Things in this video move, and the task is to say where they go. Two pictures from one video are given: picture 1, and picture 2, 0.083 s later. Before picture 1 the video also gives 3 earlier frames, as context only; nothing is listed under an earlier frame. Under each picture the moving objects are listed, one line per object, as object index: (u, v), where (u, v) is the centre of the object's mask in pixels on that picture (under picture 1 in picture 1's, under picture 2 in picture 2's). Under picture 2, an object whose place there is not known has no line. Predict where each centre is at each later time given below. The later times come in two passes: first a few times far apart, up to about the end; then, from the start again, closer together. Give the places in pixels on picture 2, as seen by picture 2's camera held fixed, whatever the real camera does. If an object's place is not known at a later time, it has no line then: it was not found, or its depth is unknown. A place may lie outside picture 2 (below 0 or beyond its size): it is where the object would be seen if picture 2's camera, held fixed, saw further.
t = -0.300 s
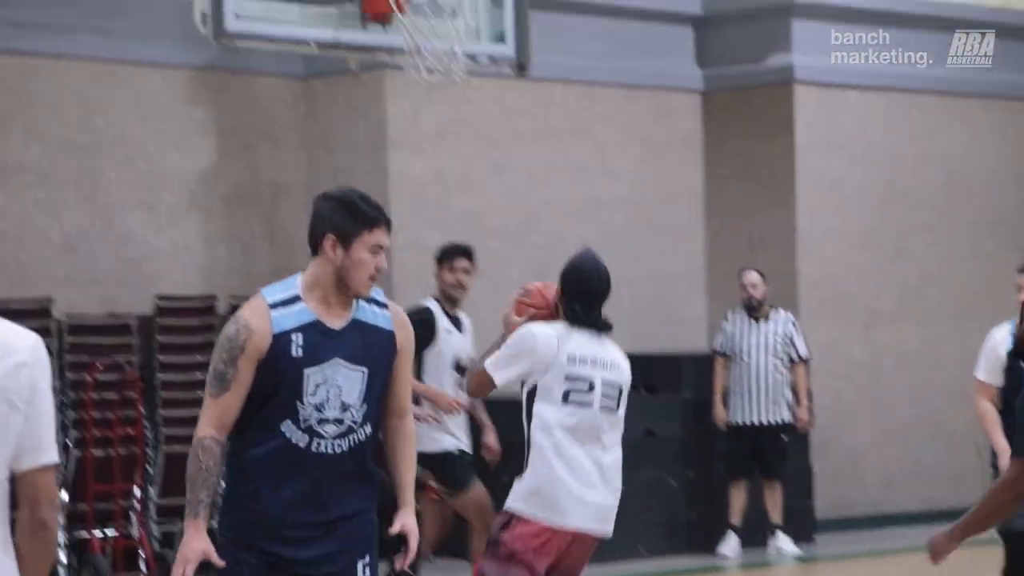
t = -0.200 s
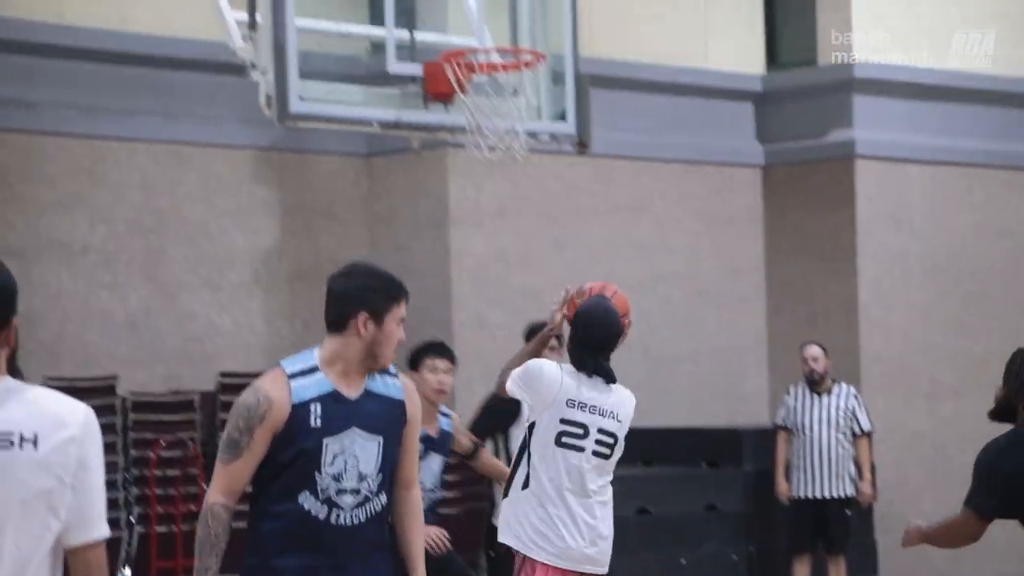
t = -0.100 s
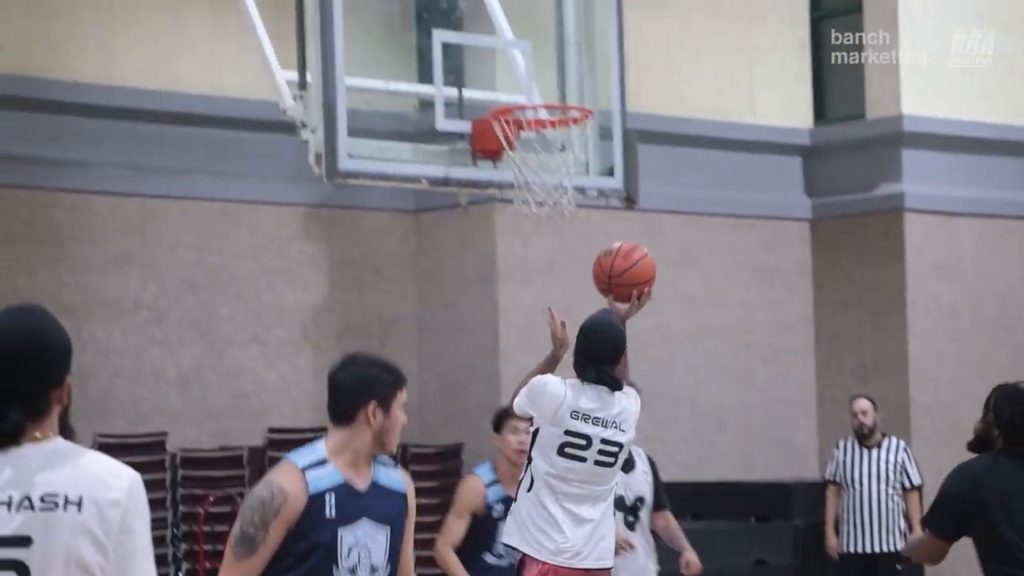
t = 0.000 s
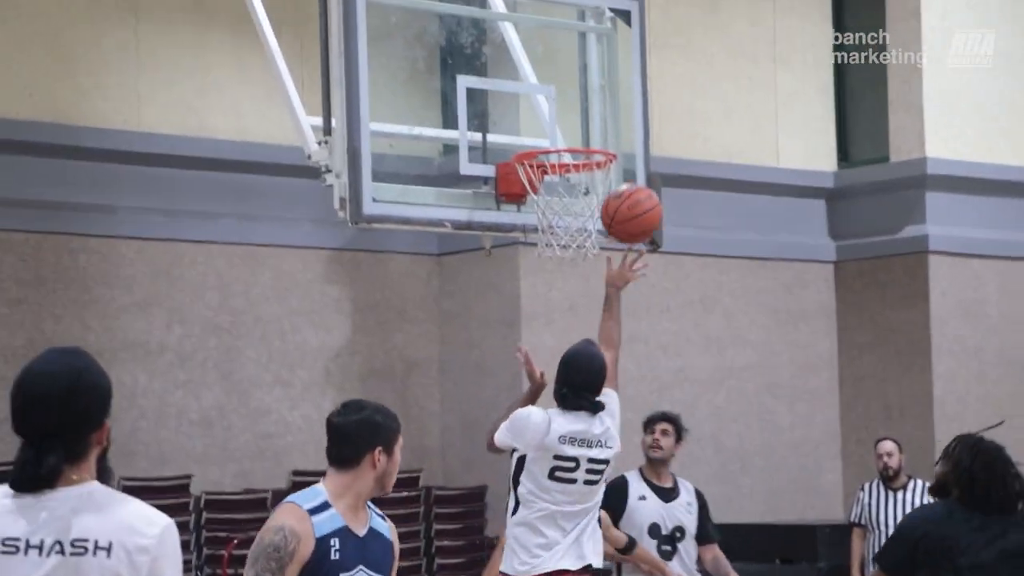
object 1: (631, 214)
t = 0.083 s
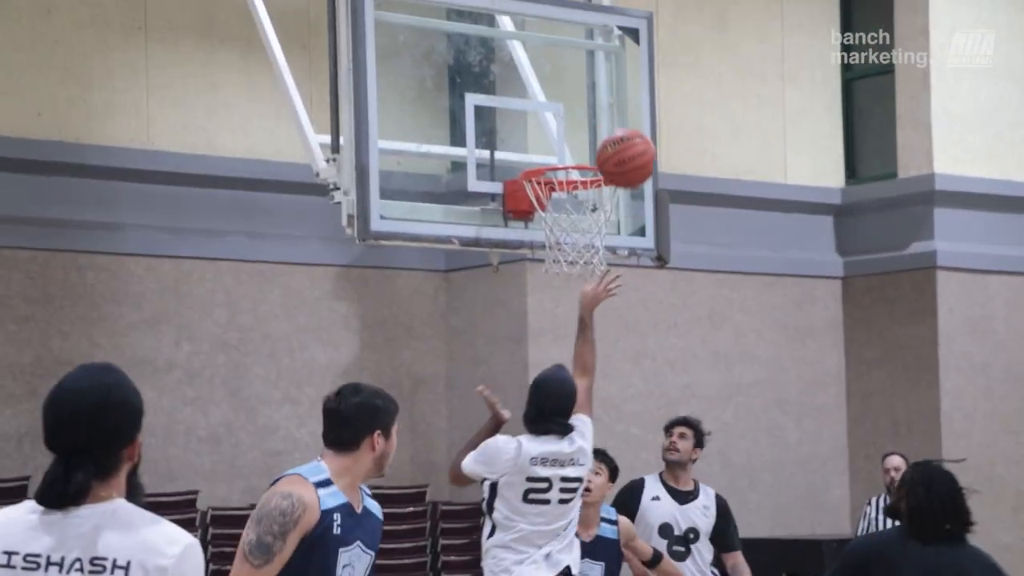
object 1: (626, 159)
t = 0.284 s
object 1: (601, 65)
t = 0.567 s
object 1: (572, 94)
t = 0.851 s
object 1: (571, 266)
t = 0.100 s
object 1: (624, 147)
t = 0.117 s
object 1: (622, 135)
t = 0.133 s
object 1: (620, 125)
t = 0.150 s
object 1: (617, 116)
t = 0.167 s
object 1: (615, 107)
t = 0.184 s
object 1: (613, 99)
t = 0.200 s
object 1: (610, 92)
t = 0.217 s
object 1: (609, 85)
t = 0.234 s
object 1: (606, 79)
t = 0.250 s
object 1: (605, 74)
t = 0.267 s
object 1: (603, 69)
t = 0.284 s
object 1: (601, 65)
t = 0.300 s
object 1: (599, 62)
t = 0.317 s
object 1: (597, 59)
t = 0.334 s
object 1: (595, 57)
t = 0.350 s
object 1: (593, 56)
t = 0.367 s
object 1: (591, 55)
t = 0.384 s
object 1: (590, 55)
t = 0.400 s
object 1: (588, 56)
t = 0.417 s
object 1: (586, 57)
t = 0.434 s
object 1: (585, 59)
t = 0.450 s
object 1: (583, 61)
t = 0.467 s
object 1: (581, 64)
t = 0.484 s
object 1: (580, 68)
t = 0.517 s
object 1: (576, 77)
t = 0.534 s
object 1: (575, 82)
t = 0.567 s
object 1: (572, 94)
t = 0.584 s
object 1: (571, 102)
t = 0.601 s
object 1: (570, 109)
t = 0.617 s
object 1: (568, 117)
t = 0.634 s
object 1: (567, 126)
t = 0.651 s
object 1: (565, 134)
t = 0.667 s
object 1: (564, 143)
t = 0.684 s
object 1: (562, 149)
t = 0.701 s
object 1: (561, 154)
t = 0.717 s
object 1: (561, 176)
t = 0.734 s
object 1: (559, 190)
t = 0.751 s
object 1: (564, 197)
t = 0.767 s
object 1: (565, 206)
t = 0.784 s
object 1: (564, 219)
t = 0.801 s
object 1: (566, 228)
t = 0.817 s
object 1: (567, 240)
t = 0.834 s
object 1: (569, 252)
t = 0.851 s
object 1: (571, 266)
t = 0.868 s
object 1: (573, 280)
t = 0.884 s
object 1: (575, 293)
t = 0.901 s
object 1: (577, 306)
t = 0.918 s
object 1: (579, 321)
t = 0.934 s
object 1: (581, 337)
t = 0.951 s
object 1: (582, 353)
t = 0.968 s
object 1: (584, 369)
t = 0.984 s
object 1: (585, 388)
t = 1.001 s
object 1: (589, 406)
